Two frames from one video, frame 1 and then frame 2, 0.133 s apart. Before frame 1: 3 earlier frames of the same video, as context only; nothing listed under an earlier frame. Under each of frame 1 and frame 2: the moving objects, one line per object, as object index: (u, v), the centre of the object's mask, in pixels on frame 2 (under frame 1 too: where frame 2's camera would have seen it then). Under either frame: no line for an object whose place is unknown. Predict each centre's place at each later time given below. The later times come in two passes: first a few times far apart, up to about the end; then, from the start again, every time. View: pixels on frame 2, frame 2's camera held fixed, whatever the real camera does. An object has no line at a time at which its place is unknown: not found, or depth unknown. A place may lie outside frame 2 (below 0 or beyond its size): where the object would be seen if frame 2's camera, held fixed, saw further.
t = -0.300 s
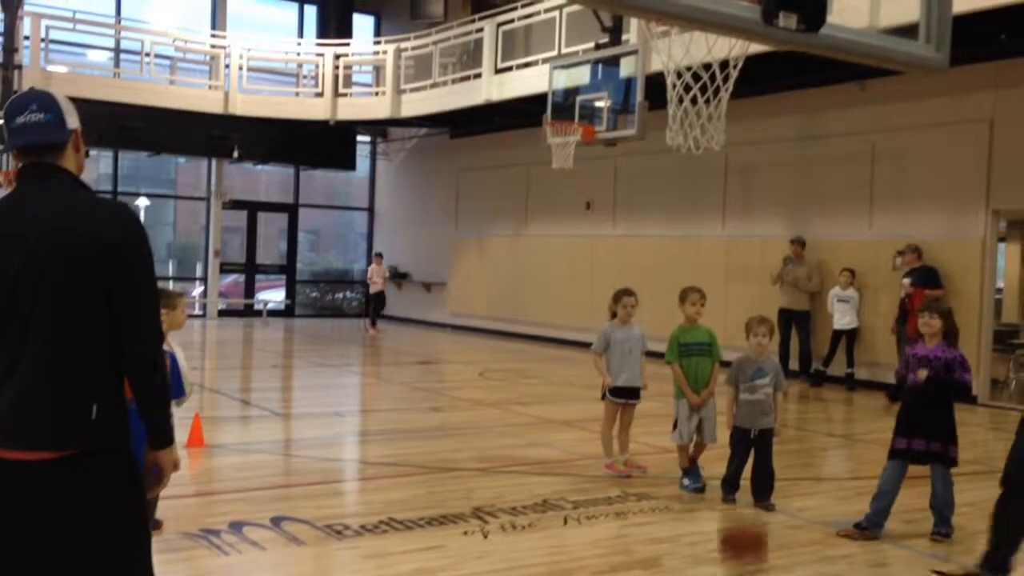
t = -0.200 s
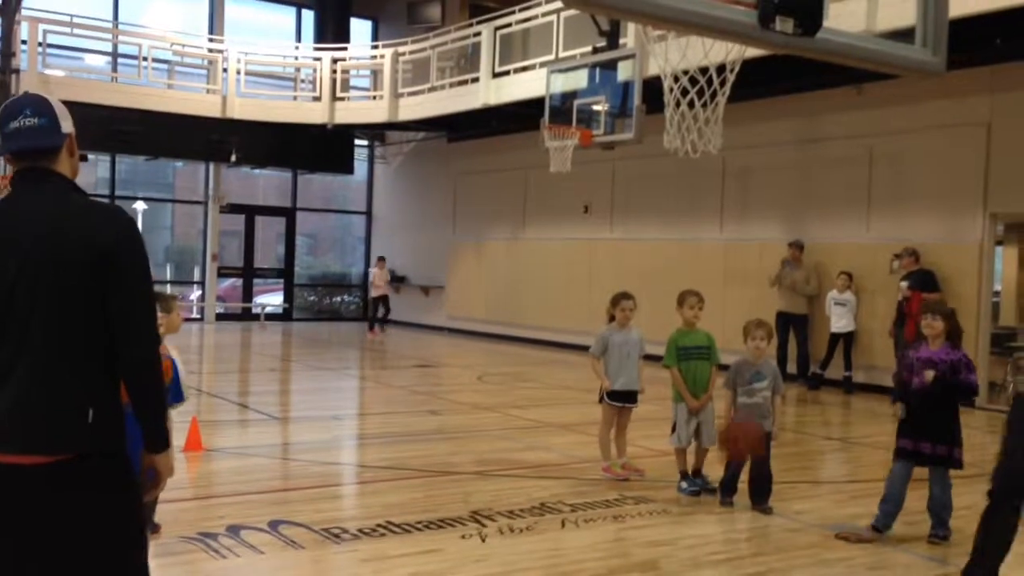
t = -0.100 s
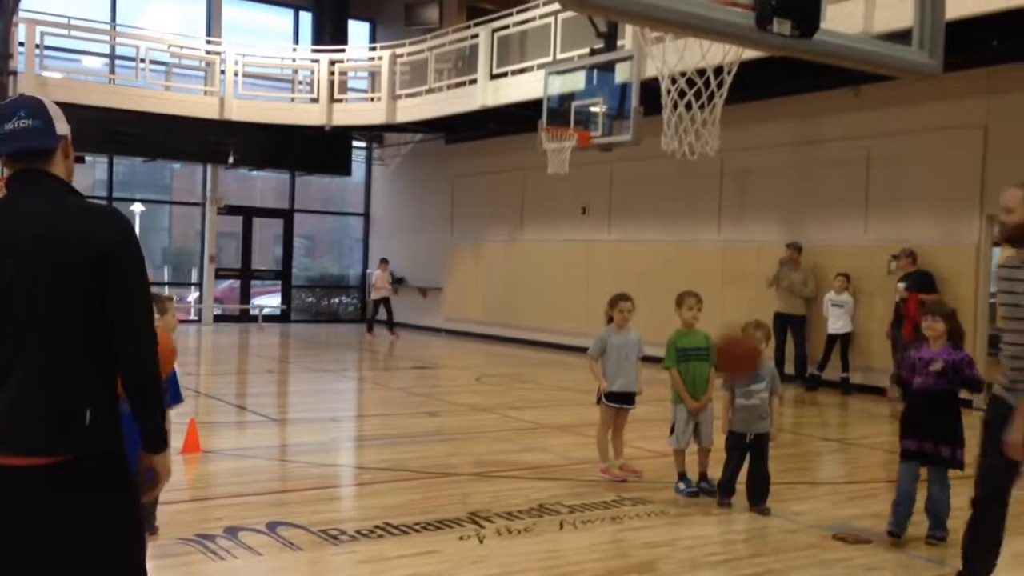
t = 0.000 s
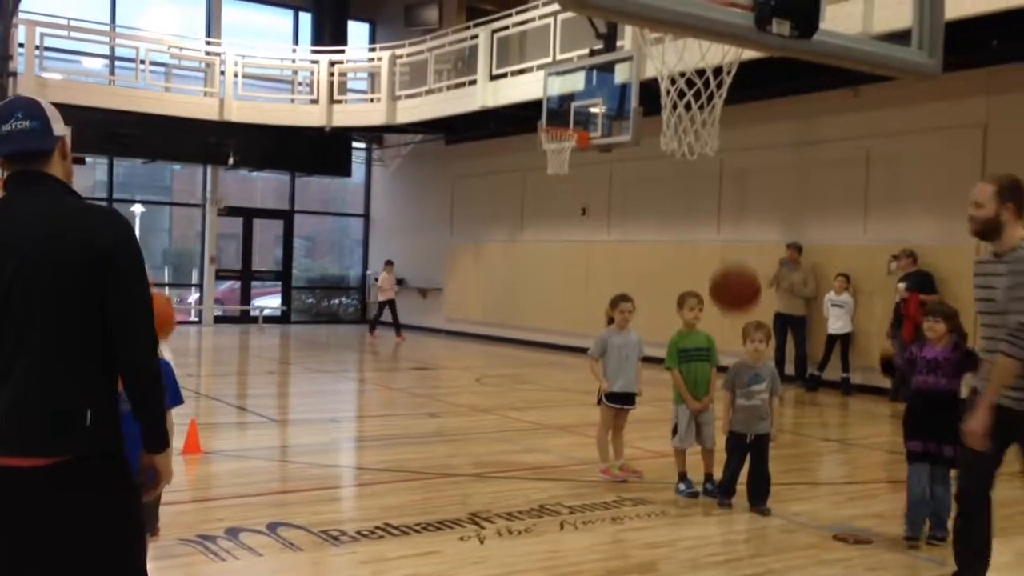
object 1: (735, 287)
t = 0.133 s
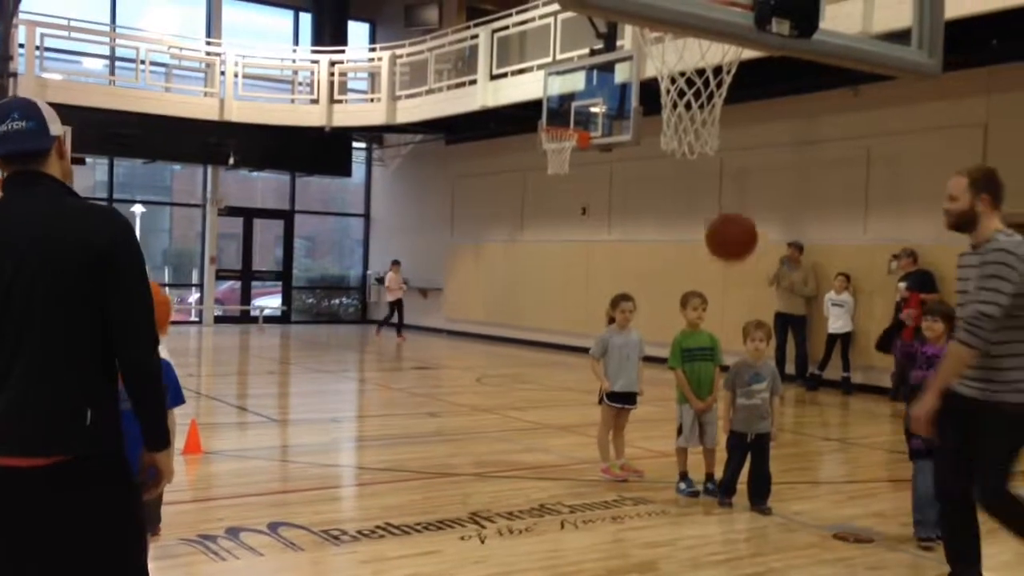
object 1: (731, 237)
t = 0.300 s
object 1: (724, 229)
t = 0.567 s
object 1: (708, 361)
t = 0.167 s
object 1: (730, 230)
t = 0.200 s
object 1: (729, 226)
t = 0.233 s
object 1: (727, 225)
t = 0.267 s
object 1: (726, 226)
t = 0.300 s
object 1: (724, 229)
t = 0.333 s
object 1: (722, 236)
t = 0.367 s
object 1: (721, 245)
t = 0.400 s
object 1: (719, 257)
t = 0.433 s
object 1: (717, 270)
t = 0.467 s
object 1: (714, 290)
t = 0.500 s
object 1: (712, 309)
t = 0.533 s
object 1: (710, 336)
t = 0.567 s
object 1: (708, 361)
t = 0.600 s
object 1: (705, 395)
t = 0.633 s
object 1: (702, 428)
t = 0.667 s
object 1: (698, 462)
